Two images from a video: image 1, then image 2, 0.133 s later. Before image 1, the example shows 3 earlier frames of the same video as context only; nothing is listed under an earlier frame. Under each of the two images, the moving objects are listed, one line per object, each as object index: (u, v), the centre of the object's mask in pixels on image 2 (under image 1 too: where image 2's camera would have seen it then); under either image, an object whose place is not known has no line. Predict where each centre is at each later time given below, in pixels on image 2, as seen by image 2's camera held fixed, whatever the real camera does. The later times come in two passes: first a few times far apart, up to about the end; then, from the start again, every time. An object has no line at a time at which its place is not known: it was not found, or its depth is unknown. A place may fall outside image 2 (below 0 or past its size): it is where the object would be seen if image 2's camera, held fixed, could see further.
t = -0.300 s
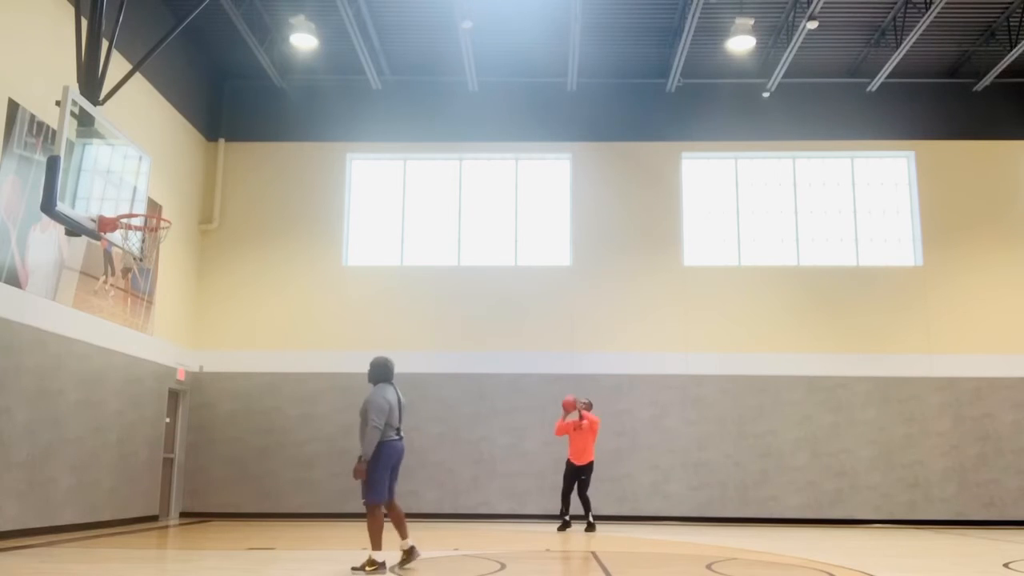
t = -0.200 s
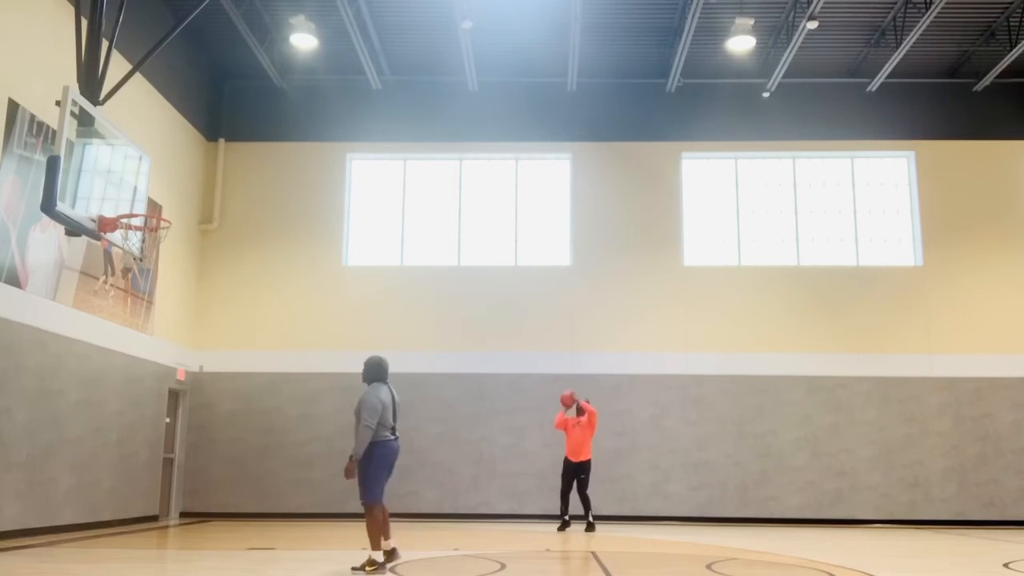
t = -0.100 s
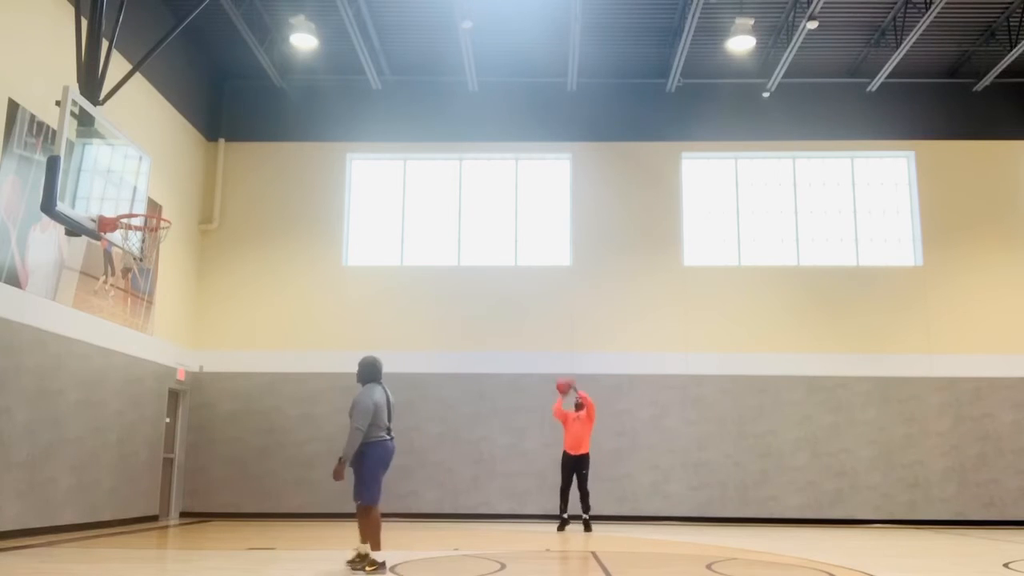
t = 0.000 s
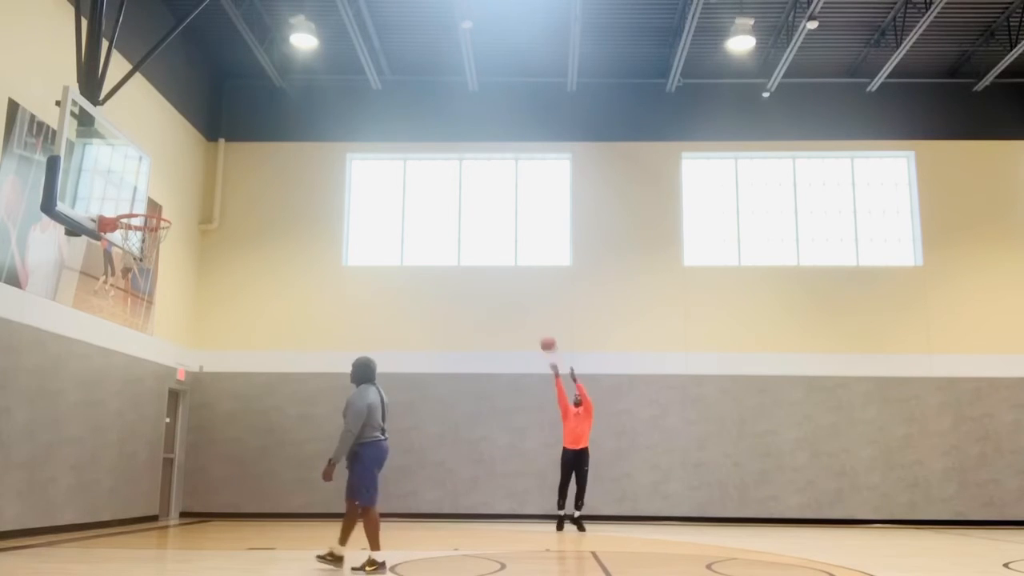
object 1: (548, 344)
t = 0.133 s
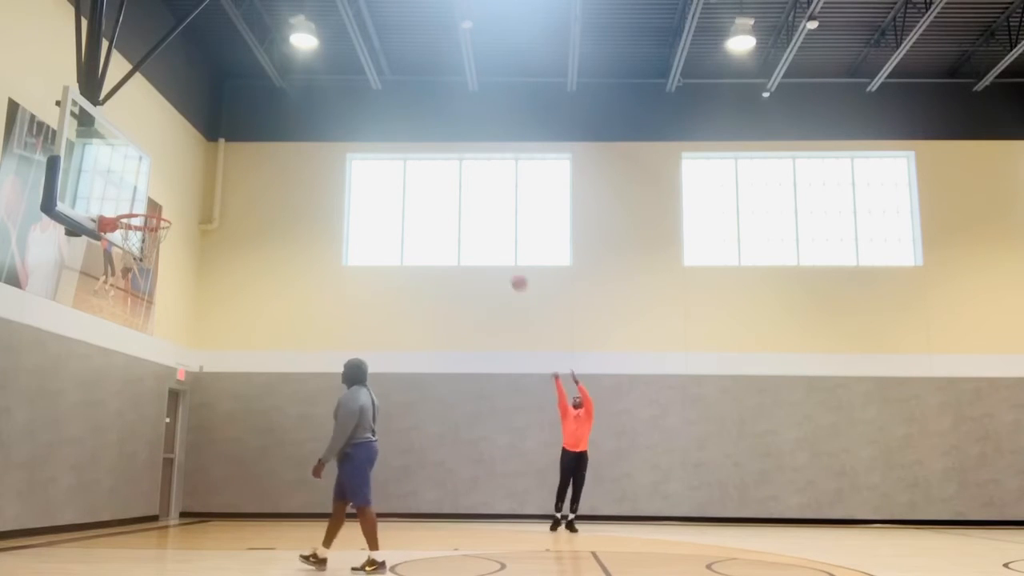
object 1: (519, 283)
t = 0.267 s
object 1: (488, 229)
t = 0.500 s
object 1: (430, 160)
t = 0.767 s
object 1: (354, 122)
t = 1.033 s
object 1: (259, 136)
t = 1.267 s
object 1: (155, 208)
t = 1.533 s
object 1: (80, 306)
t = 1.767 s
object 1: (20, 449)
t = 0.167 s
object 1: (512, 270)
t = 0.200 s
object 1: (504, 254)
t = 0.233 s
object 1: (496, 241)
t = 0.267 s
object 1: (488, 229)
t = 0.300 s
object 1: (480, 216)
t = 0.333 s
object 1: (472, 206)
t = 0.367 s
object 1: (464, 195)
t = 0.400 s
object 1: (456, 185)
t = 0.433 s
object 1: (447, 176)
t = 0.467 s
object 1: (438, 167)
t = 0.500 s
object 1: (430, 160)
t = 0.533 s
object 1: (420, 152)
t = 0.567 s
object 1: (412, 145)
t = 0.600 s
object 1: (403, 138)
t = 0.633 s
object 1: (395, 133)
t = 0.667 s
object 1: (386, 131)
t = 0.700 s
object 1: (375, 127)
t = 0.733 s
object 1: (365, 123)
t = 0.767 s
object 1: (354, 122)
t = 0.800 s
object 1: (343, 120)
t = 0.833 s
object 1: (332, 120)
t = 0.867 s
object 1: (321, 120)
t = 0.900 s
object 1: (309, 121)
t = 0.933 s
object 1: (296, 123)
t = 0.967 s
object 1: (285, 127)
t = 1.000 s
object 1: (272, 130)
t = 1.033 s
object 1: (259, 136)
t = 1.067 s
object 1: (245, 143)
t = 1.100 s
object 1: (231, 150)
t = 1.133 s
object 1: (216, 159)
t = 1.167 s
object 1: (201, 170)
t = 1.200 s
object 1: (186, 182)
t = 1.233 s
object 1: (171, 195)
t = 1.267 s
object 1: (155, 208)
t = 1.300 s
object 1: (142, 225)
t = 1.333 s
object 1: (122, 243)
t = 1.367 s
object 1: (113, 252)
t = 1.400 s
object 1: (107, 260)
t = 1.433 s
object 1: (101, 269)
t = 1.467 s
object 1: (94, 280)
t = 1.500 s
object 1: (87, 292)
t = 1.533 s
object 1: (80, 306)
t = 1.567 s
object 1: (72, 323)
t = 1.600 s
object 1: (64, 340)
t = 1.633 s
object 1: (55, 358)
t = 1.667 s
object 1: (48, 377)
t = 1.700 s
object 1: (39, 400)
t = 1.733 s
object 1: (30, 424)
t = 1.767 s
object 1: (20, 449)
